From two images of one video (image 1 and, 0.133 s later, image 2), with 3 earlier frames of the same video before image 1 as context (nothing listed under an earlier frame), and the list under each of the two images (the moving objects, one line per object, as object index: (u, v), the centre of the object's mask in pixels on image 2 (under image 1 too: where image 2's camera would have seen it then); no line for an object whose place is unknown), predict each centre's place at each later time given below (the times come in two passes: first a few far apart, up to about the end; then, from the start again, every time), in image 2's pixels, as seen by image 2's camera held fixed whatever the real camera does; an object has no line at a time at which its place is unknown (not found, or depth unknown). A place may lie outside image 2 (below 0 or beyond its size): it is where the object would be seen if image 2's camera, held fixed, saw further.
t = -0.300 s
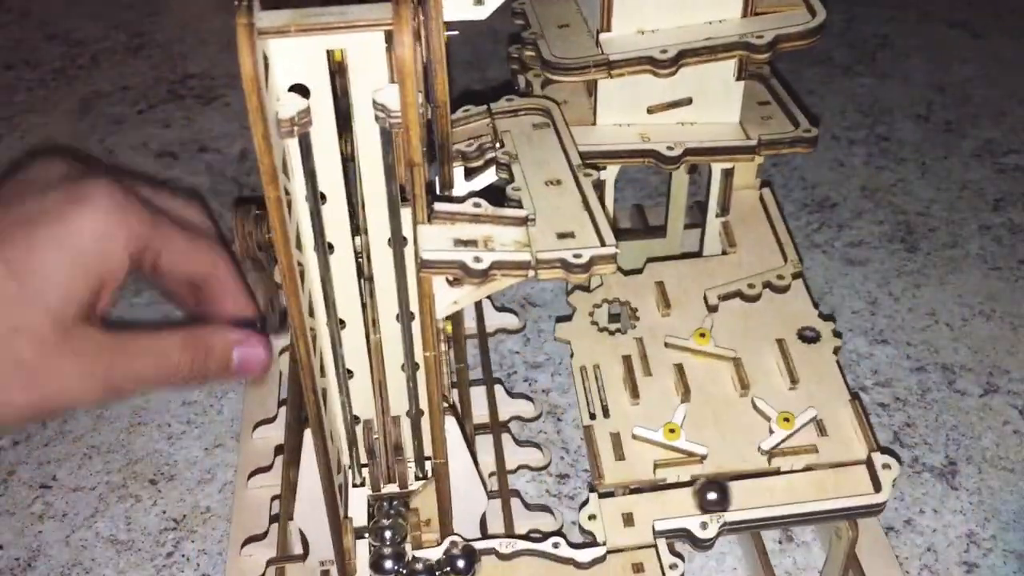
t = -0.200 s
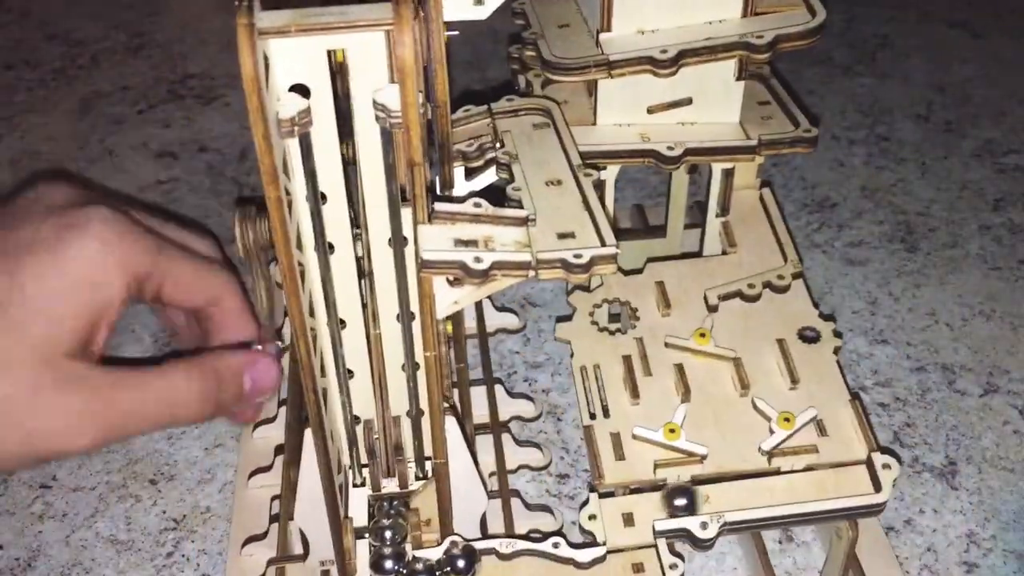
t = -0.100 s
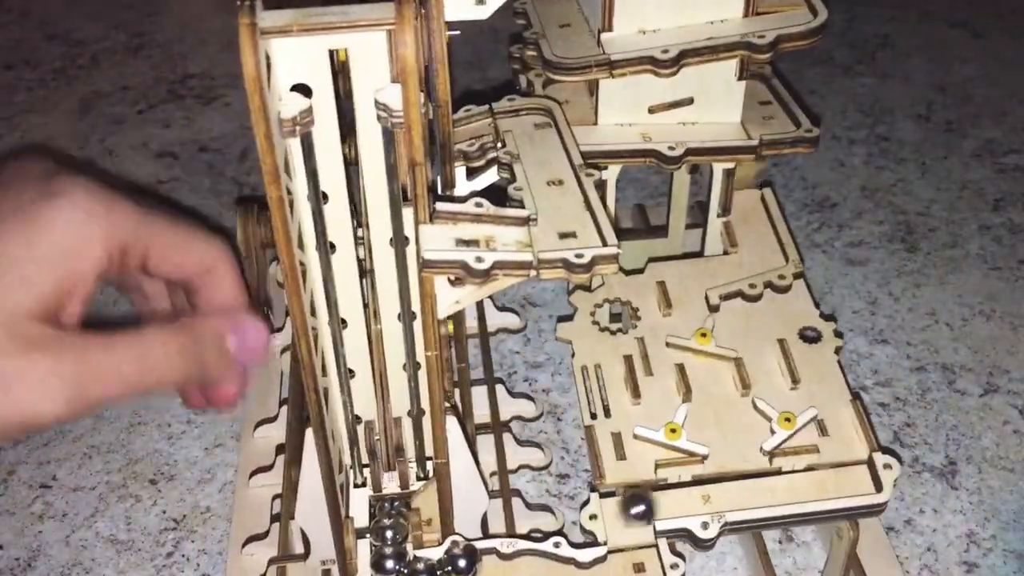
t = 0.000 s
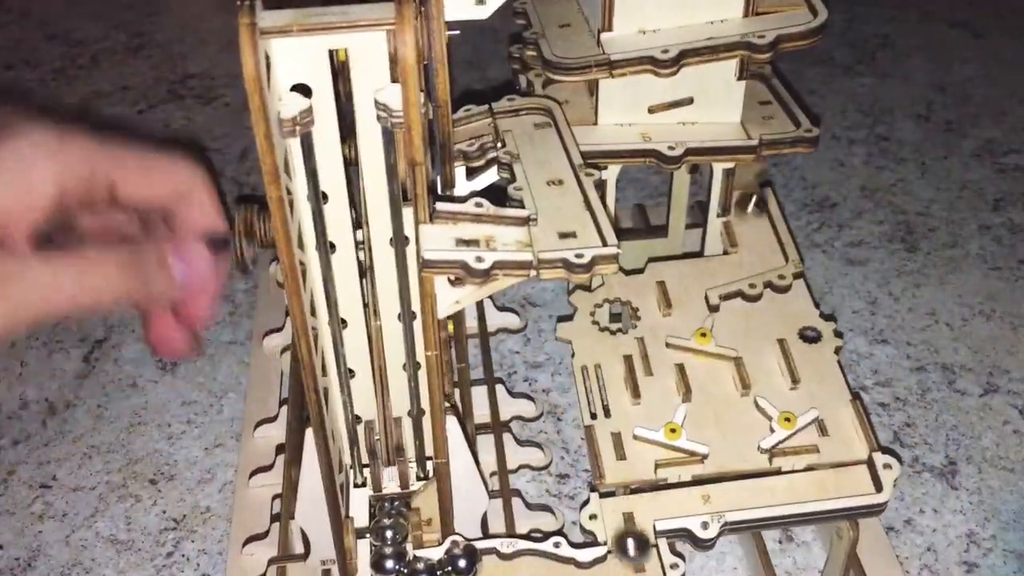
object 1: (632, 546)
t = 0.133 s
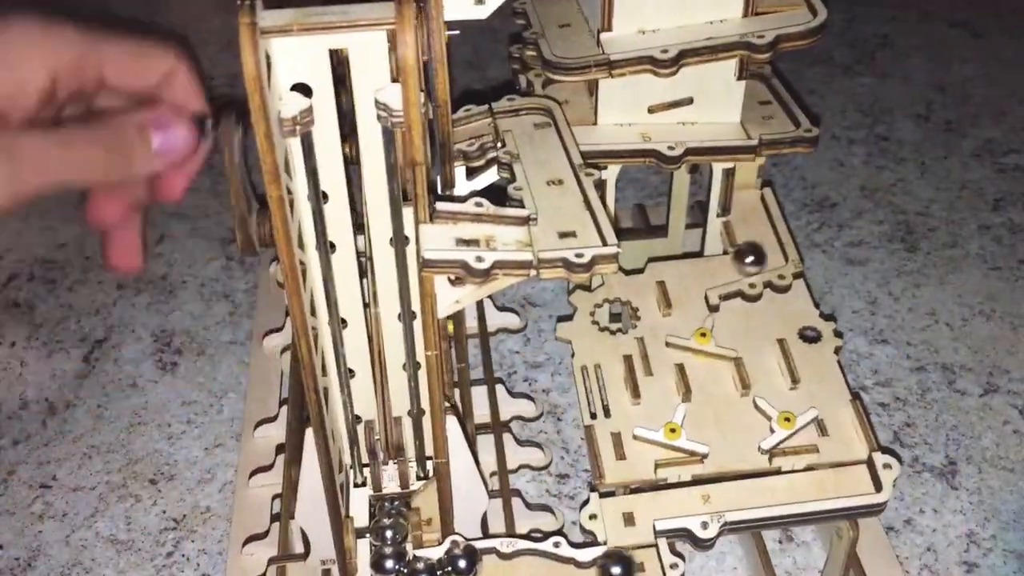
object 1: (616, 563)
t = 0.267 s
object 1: (588, 566)
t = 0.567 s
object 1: (511, 562)
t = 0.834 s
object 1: (509, 560)
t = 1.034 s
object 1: (509, 560)
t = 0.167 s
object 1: (609, 563)
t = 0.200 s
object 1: (601, 564)
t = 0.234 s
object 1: (595, 565)
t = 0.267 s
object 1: (588, 566)
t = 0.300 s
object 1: (578, 567)
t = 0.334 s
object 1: (571, 566)
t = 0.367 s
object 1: (563, 565)
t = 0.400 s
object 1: (555, 562)
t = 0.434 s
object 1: (545, 561)
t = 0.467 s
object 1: (534, 560)
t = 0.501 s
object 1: (522, 559)
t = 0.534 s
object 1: (513, 560)
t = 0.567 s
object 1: (511, 562)
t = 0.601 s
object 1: (511, 562)
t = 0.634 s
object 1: (510, 562)
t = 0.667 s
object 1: (510, 561)
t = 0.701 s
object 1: (510, 561)
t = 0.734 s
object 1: (511, 561)
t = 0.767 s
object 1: (510, 560)
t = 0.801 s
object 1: (509, 560)
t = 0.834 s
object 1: (509, 560)
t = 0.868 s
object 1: (509, 560)
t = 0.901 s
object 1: (509, 560)
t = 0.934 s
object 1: (509, 560)
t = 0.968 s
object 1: (509, 560)
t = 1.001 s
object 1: (509, 560)
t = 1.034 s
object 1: (509, 560)
